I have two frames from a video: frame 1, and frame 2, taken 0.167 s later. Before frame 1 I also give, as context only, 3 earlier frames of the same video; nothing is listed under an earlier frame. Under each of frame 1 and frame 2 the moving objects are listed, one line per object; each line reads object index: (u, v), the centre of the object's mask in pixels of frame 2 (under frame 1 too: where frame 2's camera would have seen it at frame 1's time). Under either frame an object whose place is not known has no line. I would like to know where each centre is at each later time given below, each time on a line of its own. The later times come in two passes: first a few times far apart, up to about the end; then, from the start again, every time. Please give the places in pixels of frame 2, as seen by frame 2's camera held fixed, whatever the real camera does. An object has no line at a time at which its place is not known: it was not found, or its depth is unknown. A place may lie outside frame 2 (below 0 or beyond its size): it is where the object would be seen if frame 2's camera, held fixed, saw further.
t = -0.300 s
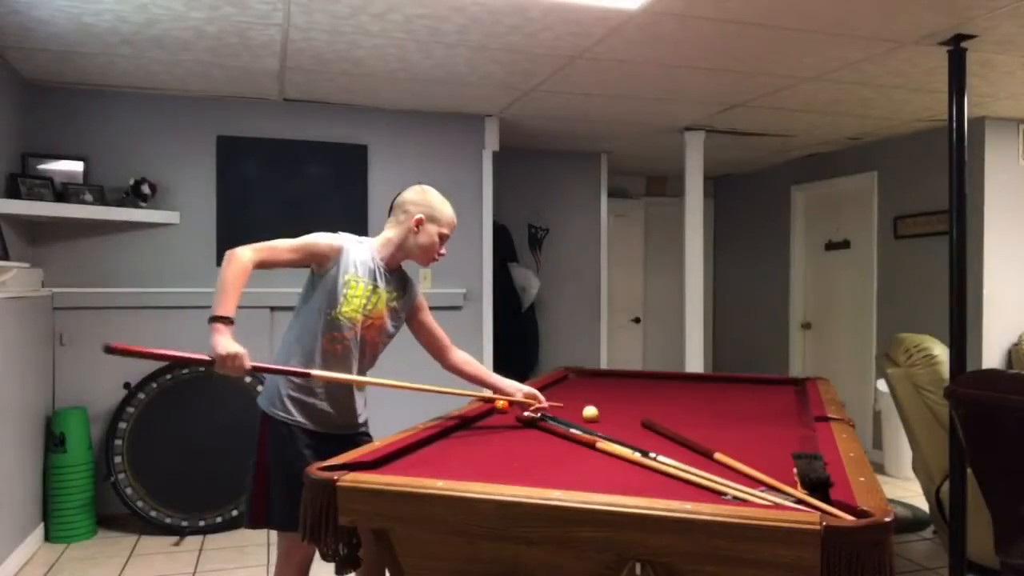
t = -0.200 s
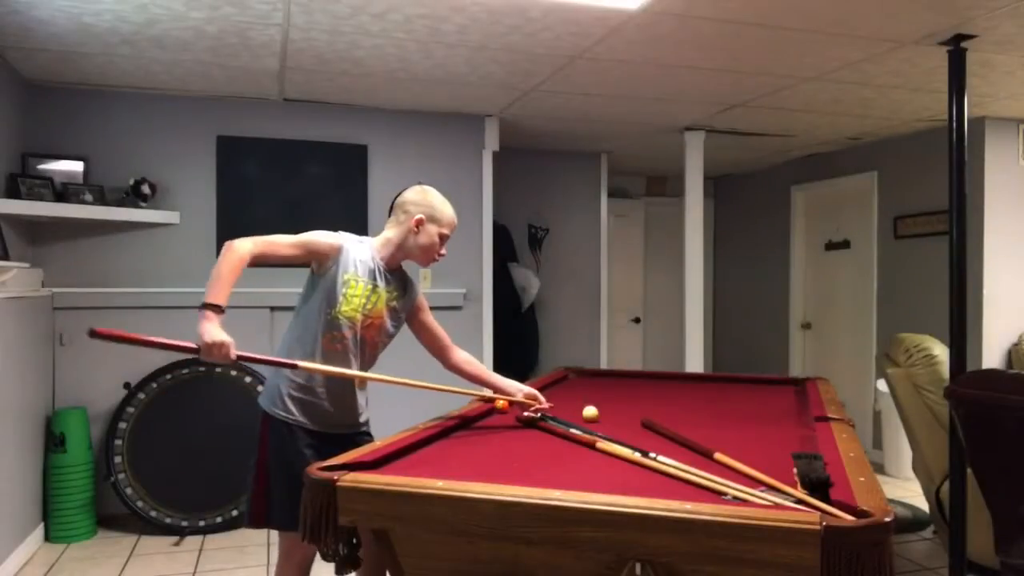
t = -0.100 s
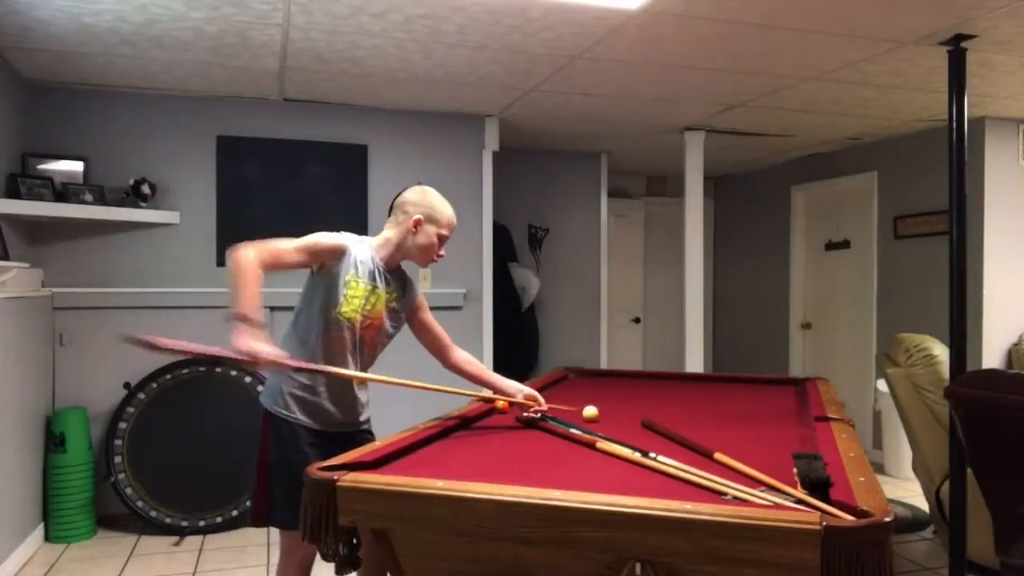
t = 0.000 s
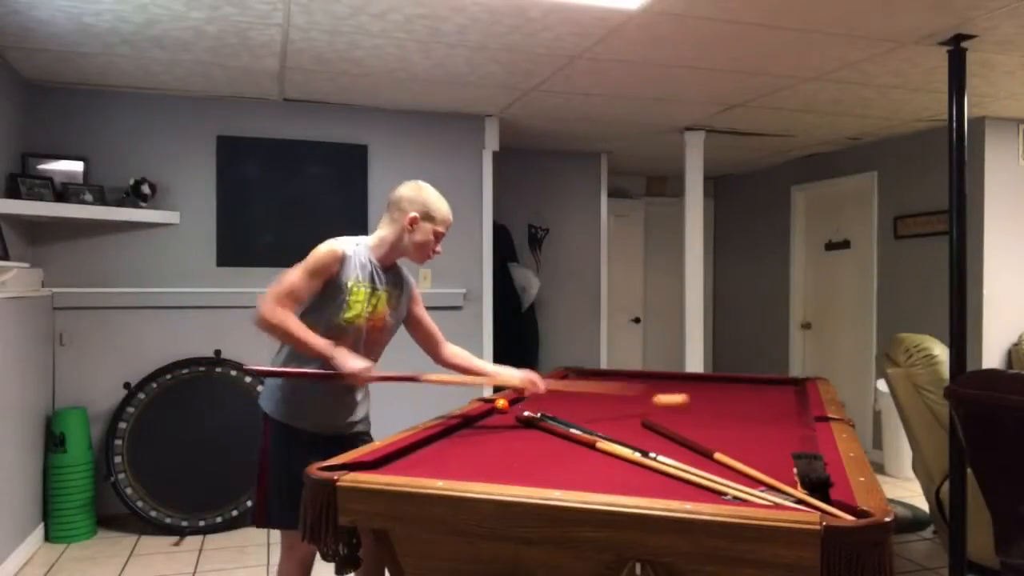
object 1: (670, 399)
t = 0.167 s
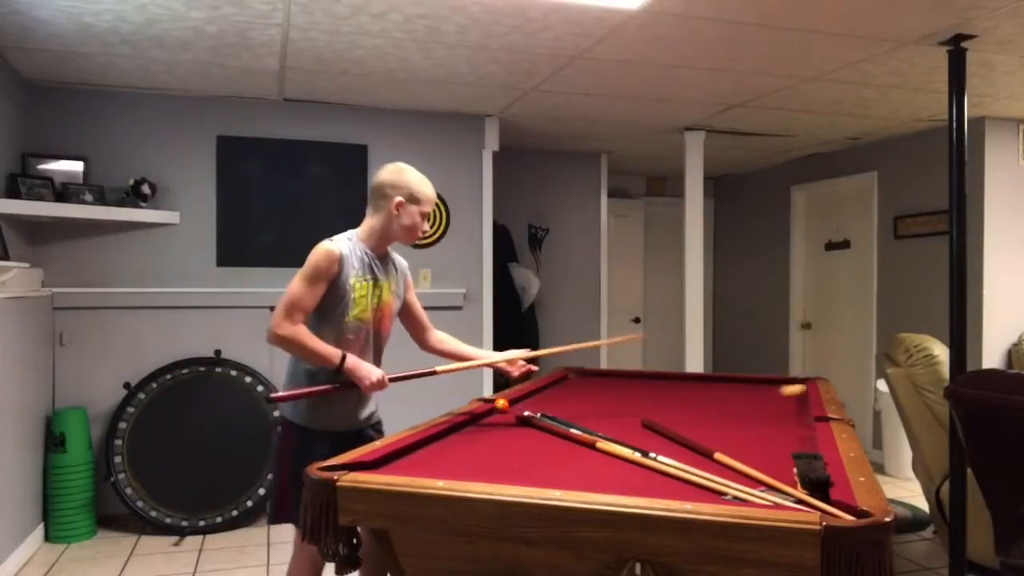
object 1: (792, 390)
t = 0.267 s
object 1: (760, 381)
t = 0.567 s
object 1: (647, 384)
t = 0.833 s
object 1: (560, 390)
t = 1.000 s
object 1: (545, 397)
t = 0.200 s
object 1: (790, 387)
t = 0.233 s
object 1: (775, 384)
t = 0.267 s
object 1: (760, 381)
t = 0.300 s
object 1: (746, 379)
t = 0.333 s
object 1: (733, 378)
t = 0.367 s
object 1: (720, 378)
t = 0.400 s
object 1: (707, 379)
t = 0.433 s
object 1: (695, 380)
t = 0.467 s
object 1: (682, 381)
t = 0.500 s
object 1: (670, 382)
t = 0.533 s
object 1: (659, 383)
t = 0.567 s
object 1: (647, 384)
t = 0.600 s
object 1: (636, 384)
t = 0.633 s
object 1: (626, 385)
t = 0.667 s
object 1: (615, 386)
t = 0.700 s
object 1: (604, 386)
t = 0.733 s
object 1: (593, 387)
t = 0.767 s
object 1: (582, 388)
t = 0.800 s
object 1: (571, 389)
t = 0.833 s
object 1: (560, 390)
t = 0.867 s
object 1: (548, 390)
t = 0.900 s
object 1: (537, 391)
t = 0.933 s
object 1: (536, 393)
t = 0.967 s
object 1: (541, 395)
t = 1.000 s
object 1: (545, 397)
